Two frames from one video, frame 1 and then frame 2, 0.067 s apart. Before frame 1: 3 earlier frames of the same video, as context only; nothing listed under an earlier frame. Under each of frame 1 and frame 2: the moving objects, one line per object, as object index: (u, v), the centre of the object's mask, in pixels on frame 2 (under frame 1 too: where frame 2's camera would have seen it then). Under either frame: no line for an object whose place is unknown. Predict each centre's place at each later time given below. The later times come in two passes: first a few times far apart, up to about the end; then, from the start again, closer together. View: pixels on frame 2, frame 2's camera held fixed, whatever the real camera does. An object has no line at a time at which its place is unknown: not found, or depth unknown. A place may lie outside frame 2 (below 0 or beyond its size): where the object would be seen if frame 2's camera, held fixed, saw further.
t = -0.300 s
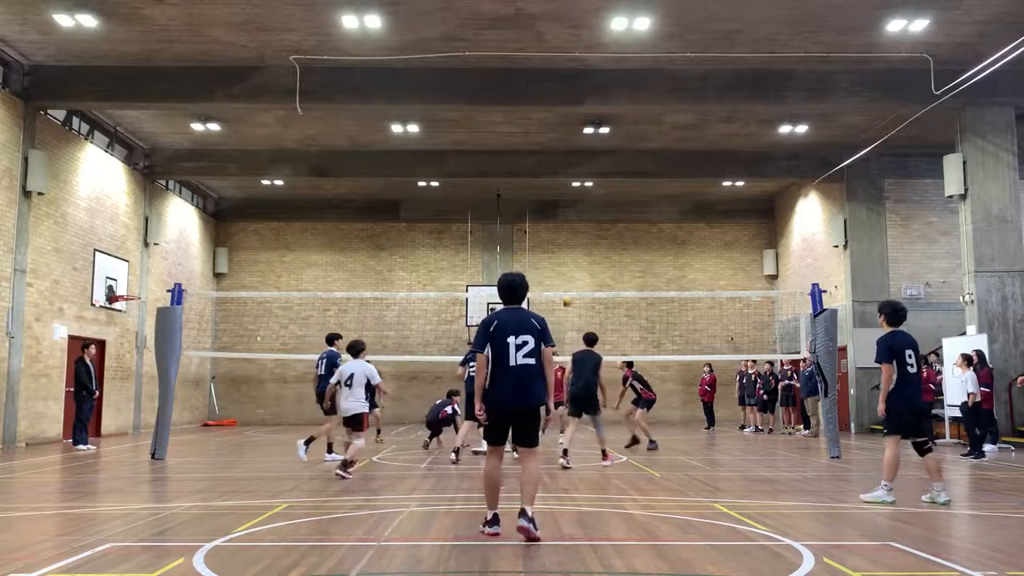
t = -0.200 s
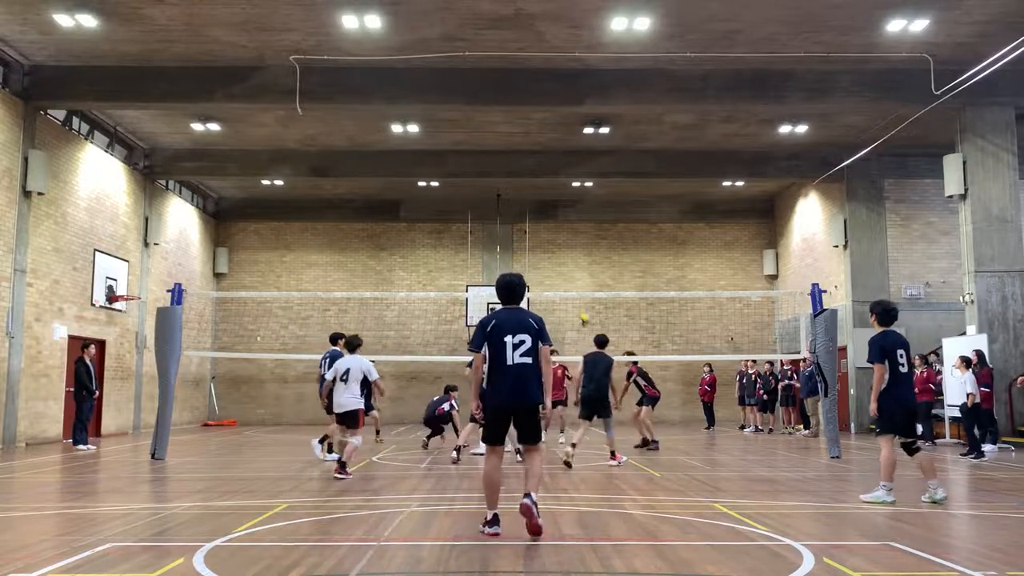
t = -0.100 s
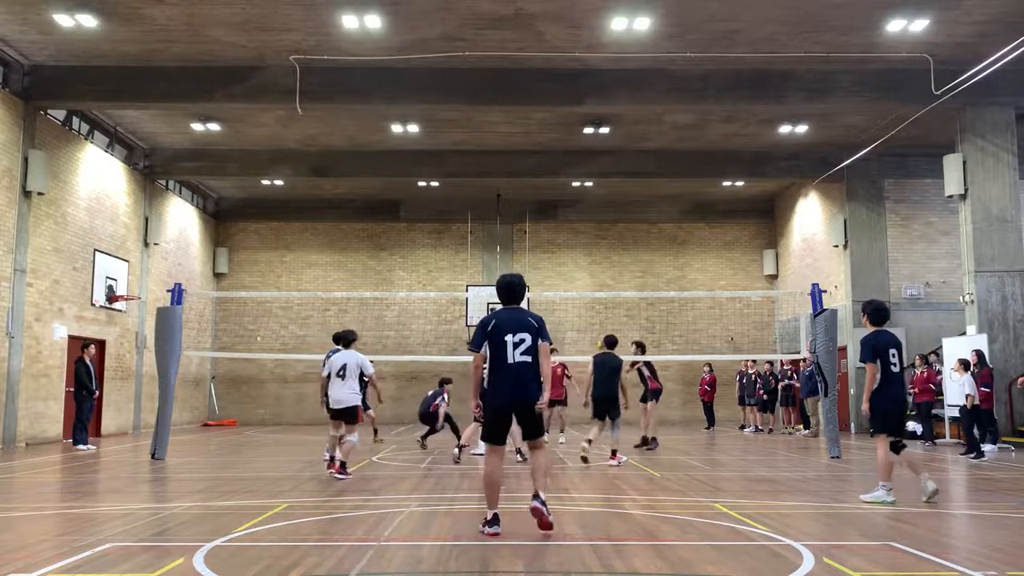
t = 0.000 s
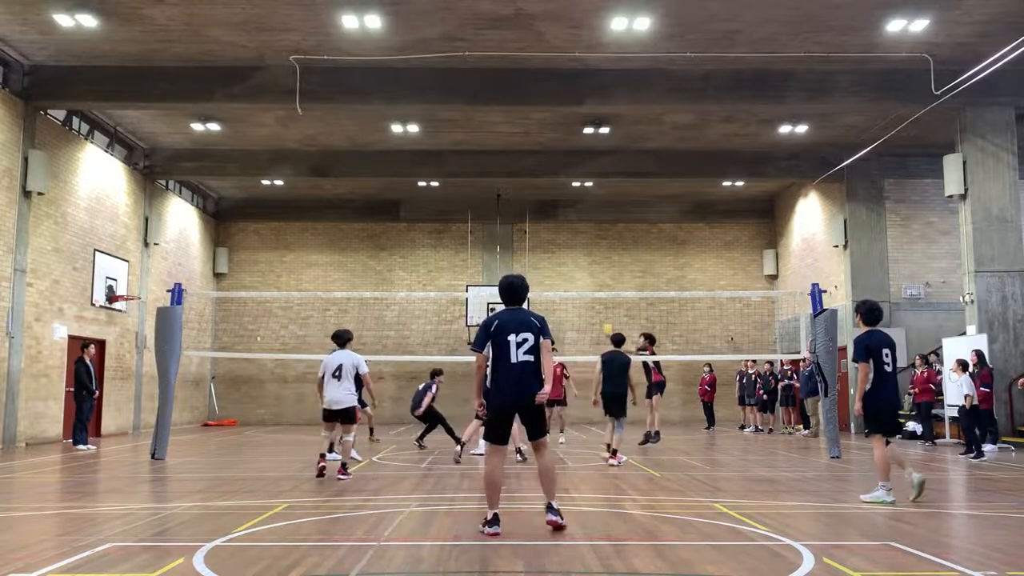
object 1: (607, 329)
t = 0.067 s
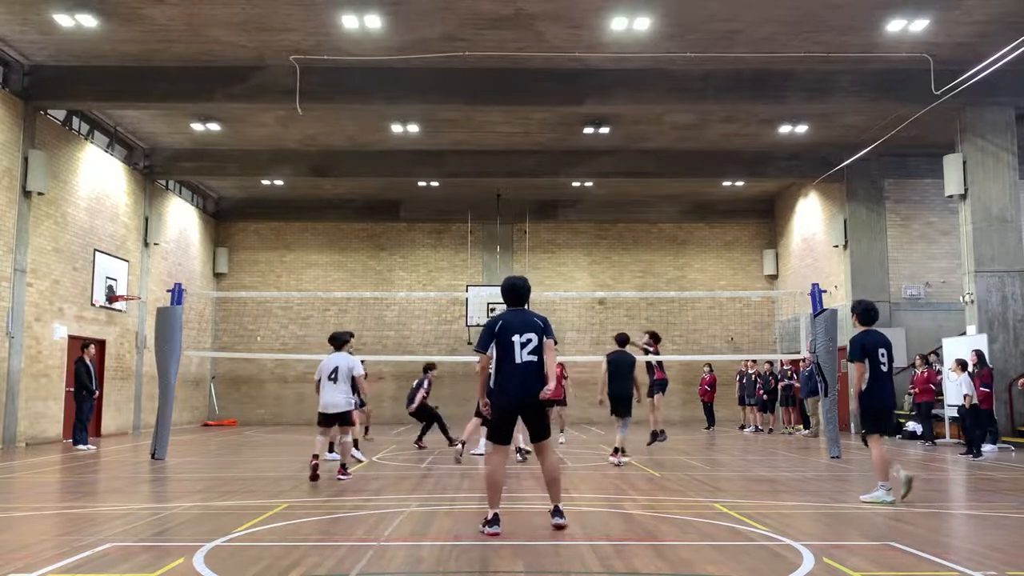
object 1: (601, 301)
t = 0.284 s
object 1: (577, 205)
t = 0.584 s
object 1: (546, 128)
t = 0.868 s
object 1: (517, 102)
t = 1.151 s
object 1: (489, 120)
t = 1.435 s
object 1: (461, 183)
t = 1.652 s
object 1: (440, 259)
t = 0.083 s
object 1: (598, 286)
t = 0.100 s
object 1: (596, 282)
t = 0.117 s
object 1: (594, 271)
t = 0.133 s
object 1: (593, 264)
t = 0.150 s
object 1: (592, 257)
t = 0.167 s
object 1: (590, 250)
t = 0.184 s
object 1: (588, 243)
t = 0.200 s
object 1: (586, 236)
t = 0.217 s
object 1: (584, 230)
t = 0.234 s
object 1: (582, 224)
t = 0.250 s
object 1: (581, 217)
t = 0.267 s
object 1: (579, 211)
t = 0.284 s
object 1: (577, 205)
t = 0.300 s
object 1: (576, 200)
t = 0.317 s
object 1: (574, 194)
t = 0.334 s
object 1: (572, 189)
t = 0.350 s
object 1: (570, 184)
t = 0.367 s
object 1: (568, 178)
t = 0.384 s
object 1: (567, 174)
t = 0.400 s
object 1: (565, 169)
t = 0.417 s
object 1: (563, 164)
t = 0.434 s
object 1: (562, 160)
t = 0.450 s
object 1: (560, 156)
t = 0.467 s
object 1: (558, 152)
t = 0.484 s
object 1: (557, 148)
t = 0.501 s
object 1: (555, 144)
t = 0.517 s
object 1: (553, 141)
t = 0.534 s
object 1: (552, 137)
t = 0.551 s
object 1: (550, 134)
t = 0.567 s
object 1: (548, 131)
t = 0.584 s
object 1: (546, 128)
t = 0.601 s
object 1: (545, 125)
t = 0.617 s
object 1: (543, 122)
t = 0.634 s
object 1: (541, 120)
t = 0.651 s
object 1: (539, 117)
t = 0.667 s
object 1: (538, 115)
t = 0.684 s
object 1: (536, 113)
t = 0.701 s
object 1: (535, 112)
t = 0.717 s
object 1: (533, 110)
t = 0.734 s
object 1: (531, 109)
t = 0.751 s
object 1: (529, 107)
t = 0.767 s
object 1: (528, 106)
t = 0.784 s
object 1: (526, 105)
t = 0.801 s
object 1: (524, 104)
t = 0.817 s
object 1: (522, 103)
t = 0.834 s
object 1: (521, 103)
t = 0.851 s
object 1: (519, 102)
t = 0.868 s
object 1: (517, 102)
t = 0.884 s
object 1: (516, 102)
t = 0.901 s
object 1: (514, 102)
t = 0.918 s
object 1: (513, 102)
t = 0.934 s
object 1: (511, 102)
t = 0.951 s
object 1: (509, 103)
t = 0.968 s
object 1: (507, 103)
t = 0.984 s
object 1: (506, 104)
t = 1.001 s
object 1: (504, 105)
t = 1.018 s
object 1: (502, 106)
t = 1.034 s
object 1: (501, 107)
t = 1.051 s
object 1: (499, 109)
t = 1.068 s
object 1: (497, 110)
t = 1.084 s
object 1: (496, 112)
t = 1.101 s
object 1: (494, 113)
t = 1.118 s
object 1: (492, 116)
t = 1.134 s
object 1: (490, 118)
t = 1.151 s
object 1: (489, 120)
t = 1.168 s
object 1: (487, 123)
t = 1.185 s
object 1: (485, 125)
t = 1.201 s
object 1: (484, 128)
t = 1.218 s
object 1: (482, 131)
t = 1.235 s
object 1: (481, 134)
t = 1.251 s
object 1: (479, 138)
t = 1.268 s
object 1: (477, 141)
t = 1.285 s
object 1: (476, 145)
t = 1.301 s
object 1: (474, 148)
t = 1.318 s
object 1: (472, 152)
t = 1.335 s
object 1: (470, 156)
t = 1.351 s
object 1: (469, 160)
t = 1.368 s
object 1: (467, 165)
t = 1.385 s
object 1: (465, 169)
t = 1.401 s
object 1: (464, 173)
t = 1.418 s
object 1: (462, 178)
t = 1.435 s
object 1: (461, 183)
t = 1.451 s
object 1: (459, 189)
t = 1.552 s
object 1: (449, 222)
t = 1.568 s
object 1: (448, 228)
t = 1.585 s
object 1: (446, 233)
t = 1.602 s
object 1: (445, 240)
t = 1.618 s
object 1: (442, 247)
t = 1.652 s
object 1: (440, 259)
